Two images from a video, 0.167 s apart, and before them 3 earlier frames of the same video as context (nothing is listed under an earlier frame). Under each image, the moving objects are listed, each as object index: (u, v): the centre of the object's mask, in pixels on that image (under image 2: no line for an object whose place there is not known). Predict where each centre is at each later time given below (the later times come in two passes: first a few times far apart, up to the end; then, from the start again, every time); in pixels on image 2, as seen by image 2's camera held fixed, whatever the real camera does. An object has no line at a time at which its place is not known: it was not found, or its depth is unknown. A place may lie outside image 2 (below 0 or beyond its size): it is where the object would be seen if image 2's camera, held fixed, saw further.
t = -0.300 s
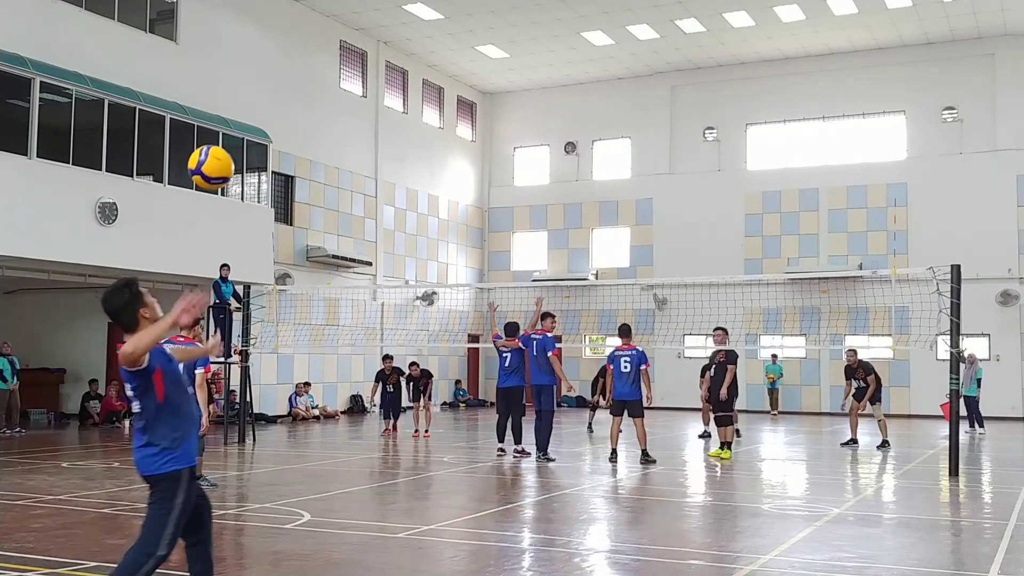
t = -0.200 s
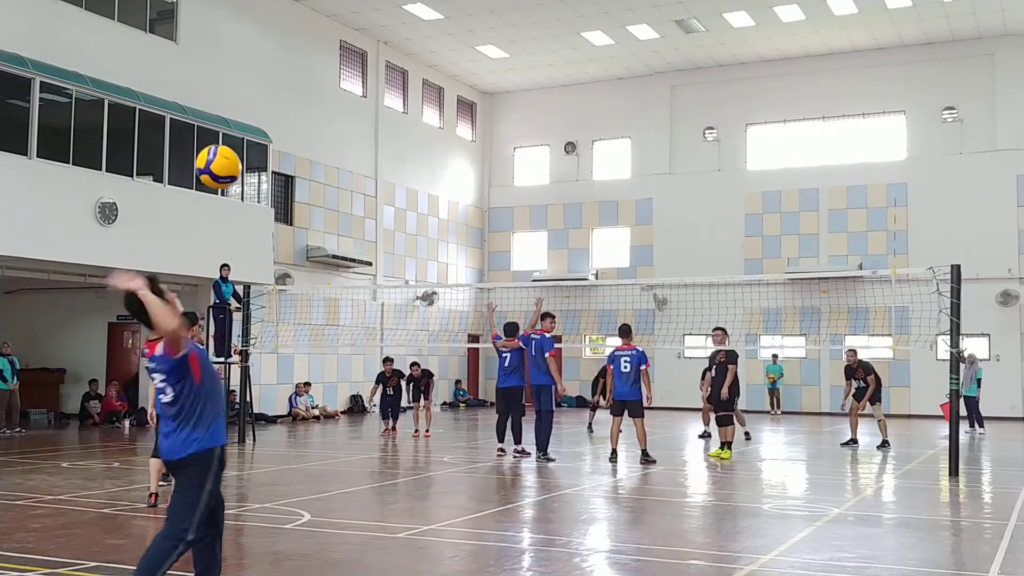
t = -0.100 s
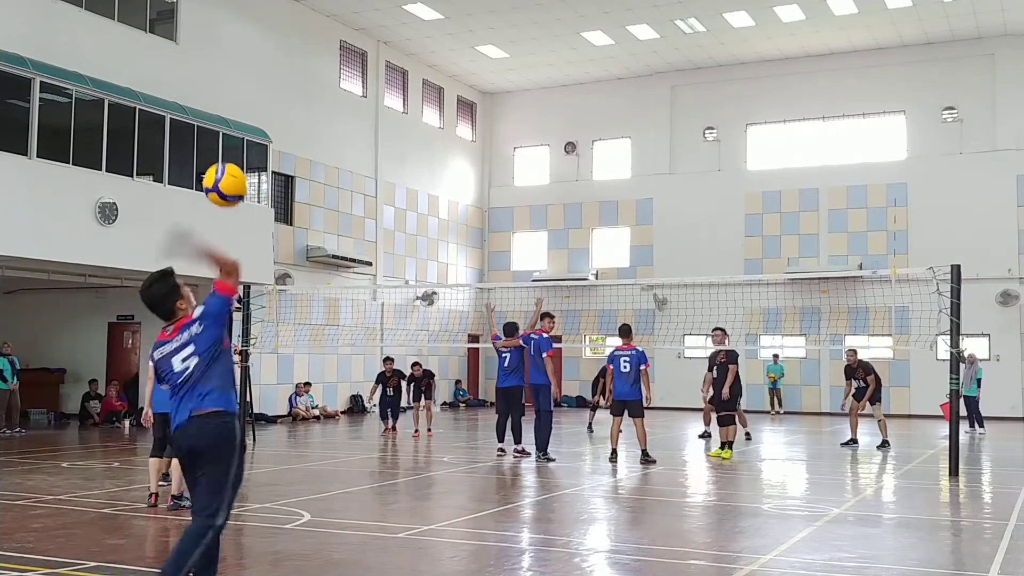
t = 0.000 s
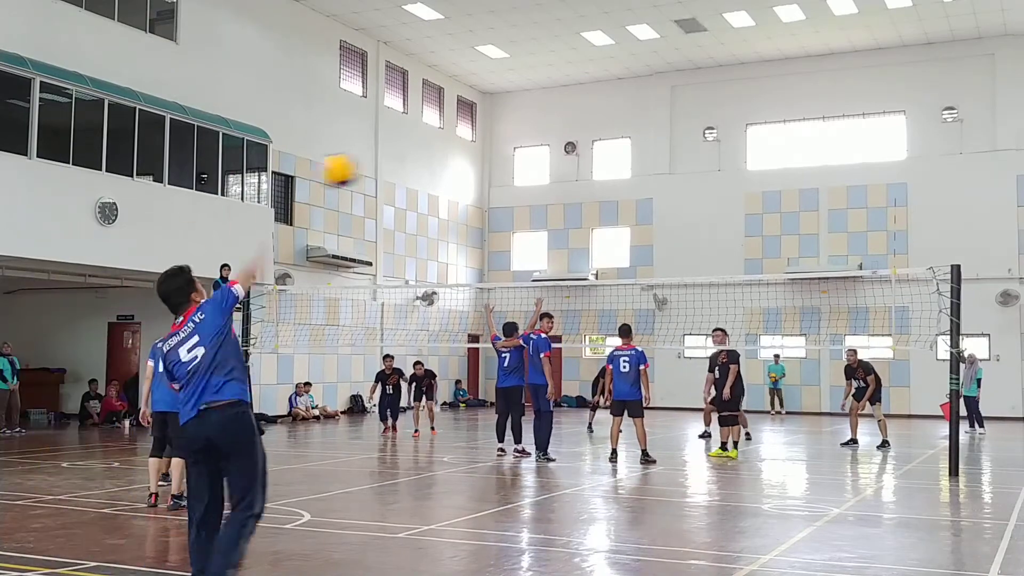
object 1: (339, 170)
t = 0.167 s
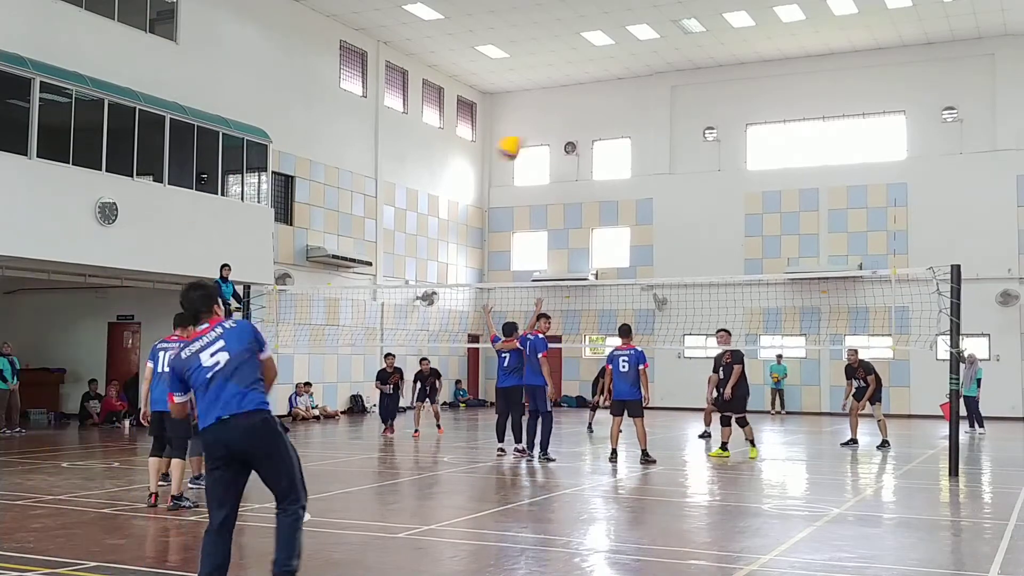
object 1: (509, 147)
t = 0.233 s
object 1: (558, 148)
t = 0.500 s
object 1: (669, 180)
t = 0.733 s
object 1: (724, 237)
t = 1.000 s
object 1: (758, 310)
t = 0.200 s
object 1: (534, 145)
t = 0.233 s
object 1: (558, 148)
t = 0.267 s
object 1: (573, 149)
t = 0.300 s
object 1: (588, 150)
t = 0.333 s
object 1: (606, 153)
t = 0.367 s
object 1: (621, 158)
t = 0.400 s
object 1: (635, 163)
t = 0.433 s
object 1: (647, 168)
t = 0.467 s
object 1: (658, 173)
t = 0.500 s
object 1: (669, 180)
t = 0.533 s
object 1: (679, 187)
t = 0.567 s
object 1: (688, 195)
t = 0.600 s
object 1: (696, 203)
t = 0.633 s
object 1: (704, 210)
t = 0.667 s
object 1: (712, 219)
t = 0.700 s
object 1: (718, 228)
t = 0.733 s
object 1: (724, 237)
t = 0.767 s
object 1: (730, 245)
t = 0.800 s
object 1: (735, 254)
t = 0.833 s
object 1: (740, 263)
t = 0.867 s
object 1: (744, 270)
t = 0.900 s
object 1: (748, 283)
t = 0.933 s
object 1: (751, 290)
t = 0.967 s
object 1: (755, 300)
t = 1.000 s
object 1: (758, 310)
